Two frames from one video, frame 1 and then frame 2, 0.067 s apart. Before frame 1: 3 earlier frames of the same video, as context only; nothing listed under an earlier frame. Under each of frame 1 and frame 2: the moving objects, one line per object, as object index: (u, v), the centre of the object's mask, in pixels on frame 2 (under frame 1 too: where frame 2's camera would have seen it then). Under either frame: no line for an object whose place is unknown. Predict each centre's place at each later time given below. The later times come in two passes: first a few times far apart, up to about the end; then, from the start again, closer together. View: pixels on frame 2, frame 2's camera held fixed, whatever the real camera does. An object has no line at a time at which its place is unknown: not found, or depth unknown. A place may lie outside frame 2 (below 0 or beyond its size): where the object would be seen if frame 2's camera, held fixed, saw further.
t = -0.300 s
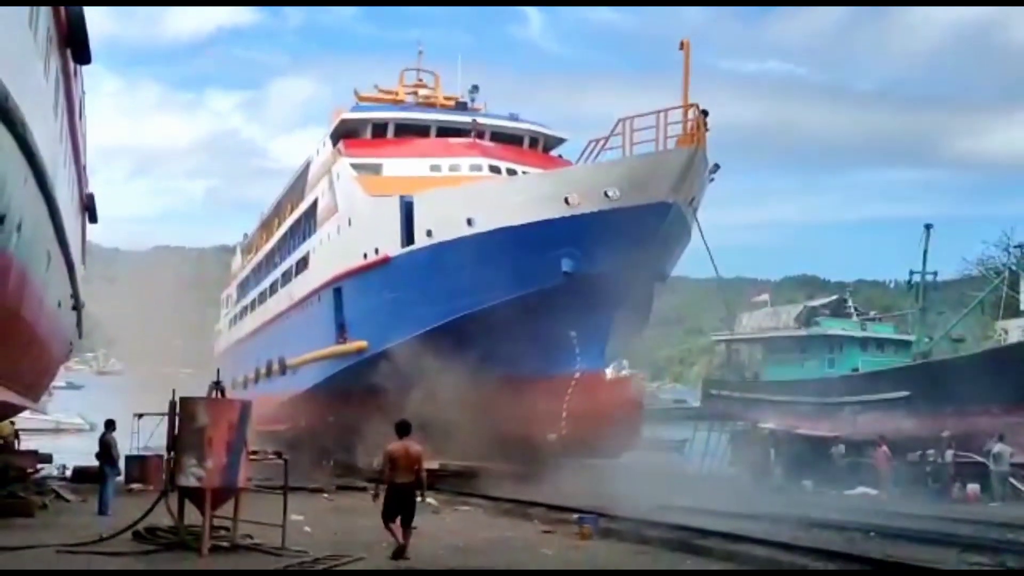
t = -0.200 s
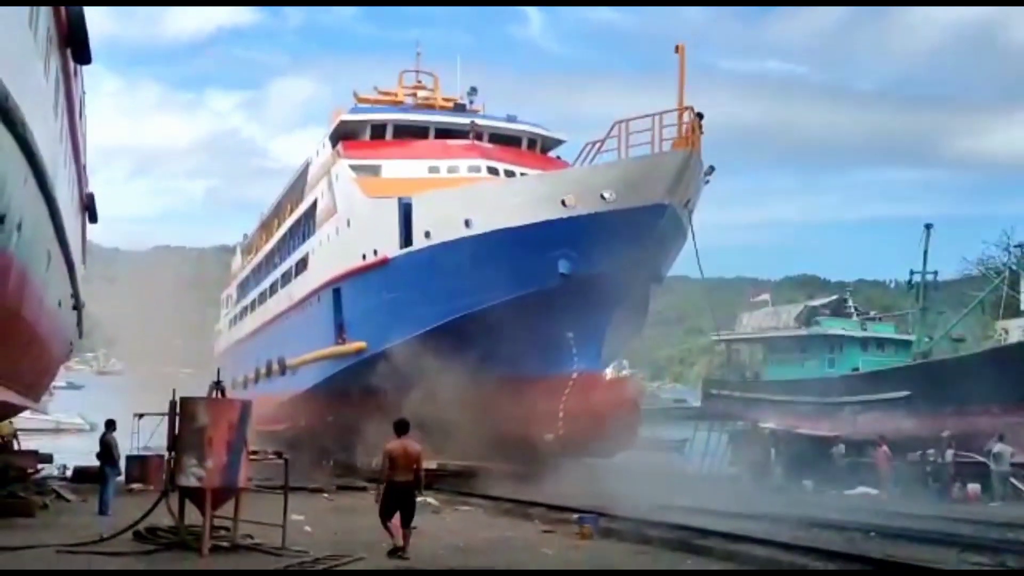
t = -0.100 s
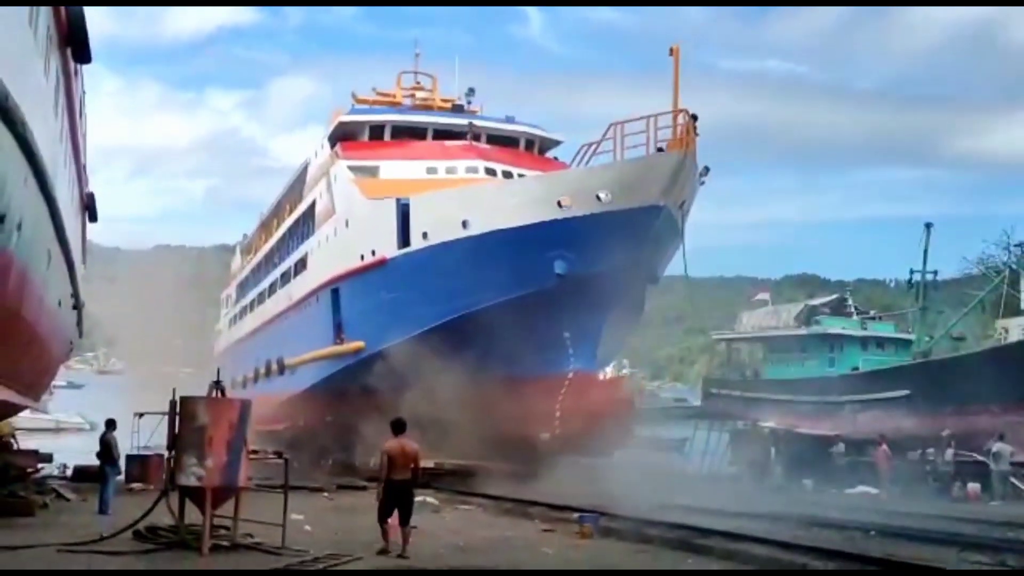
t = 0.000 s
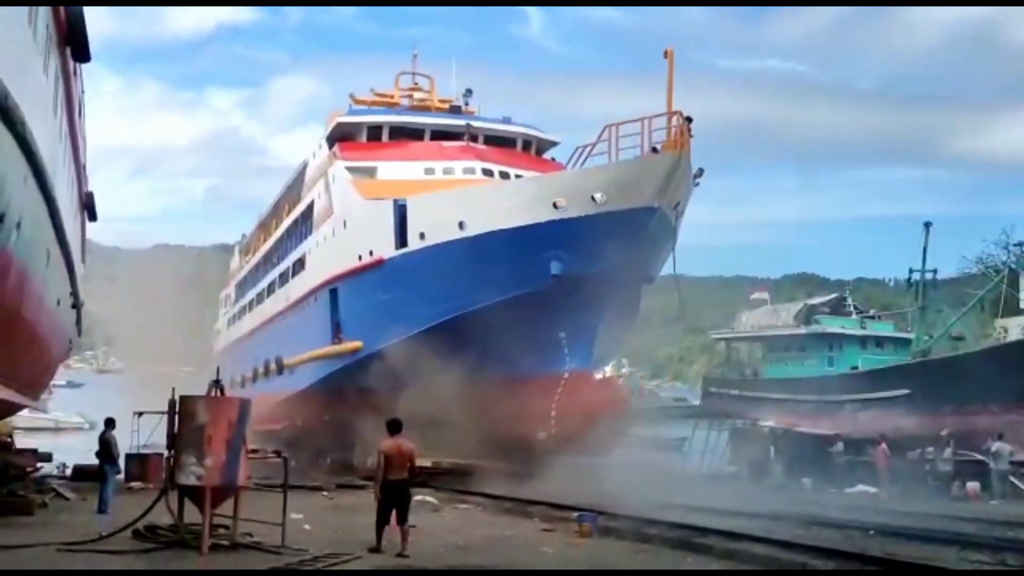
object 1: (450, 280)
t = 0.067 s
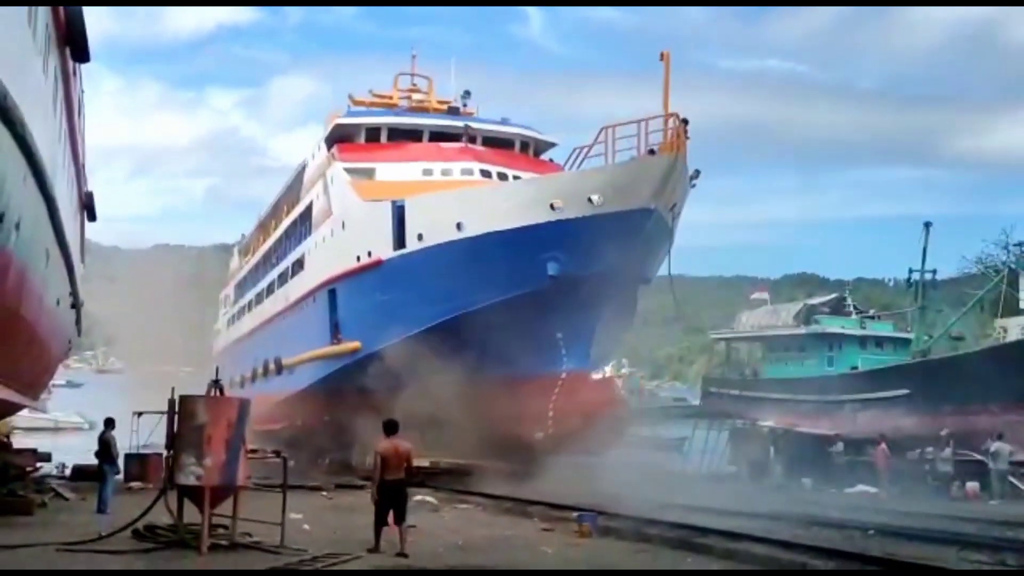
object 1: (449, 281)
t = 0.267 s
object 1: (445, 283)
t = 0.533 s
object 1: (440, 285)
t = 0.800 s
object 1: (432, 286)
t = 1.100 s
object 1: (424, 288)
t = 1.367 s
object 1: (420, 289)
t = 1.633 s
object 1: (415, 290)
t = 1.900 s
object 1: (410, 292)
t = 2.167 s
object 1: (406, 294)
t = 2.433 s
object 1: (404, 295)
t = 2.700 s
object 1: (402, 297)
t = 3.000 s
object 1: (397, 297)
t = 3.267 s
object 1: (394, 298)
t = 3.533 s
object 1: (394, 306)
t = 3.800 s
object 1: (389, 306)
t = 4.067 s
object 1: (385, 307)
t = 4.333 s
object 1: (382, 310)
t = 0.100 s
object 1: (448, 282)
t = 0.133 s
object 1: (447, 282)
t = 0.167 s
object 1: (447, 282)
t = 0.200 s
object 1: (447, 283)
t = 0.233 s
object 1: (446, 283)
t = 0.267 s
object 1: (445, 283)
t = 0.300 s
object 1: (444, 283)
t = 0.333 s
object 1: (444, 283)
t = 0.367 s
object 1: (443, 284)
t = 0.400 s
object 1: (442, 284)
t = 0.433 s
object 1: (441, 284)
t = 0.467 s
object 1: (441, 284)
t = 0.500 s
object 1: (440, 285)
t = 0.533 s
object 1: (440, 285)
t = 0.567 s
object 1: (439, 285)
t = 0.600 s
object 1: (439, 286)
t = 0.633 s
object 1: (438, 286)
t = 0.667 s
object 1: (435, 285)
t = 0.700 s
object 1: (435, 286)
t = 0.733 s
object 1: (434, 286)
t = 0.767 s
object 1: (433, 286)
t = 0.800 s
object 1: (432, 286)
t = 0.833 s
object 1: (431, 286)
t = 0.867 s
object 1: (431, 286)
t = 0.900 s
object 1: (430, 287)
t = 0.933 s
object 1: (429, 286)
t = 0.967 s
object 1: (428, 287)
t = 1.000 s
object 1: (428, 287)
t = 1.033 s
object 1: (427, 288)
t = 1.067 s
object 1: (426, 288)
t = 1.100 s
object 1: (424, 288)
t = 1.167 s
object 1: (424, 289)
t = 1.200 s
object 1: (423, 289)
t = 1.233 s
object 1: (423, 289)
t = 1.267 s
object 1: (422, 289)
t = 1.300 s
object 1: (421, 289)
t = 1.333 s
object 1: (421, 289)
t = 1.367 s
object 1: (420, 289)
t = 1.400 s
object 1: (420, 290)
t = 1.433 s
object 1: (419, 289)
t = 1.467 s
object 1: (419, 290)
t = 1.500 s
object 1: (418, 290)
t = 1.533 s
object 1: (417, 290)
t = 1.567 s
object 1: (417, 289)
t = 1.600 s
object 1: (416, 290)
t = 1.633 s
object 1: (415, 290)
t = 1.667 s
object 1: (414, 290)
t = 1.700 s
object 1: (414, 291)
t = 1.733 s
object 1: (413, 291)
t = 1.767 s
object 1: (413, 291)
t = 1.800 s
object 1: (412, 292)
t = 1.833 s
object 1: (412, 292)
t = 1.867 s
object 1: (411, 292)
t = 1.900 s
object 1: (410, 292)
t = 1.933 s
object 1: (410, 293)
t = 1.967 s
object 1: (410, 293)
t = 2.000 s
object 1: (409, 293)
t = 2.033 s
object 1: (409, 293)
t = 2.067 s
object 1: (408, 293)
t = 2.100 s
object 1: (408, 293)
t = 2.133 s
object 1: (407, 293)
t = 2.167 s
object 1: (406, 294)
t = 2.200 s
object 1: (406, 294)
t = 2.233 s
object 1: (406, 294)
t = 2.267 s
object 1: (405, 294)
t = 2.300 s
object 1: (405, 294)
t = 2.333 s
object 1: (405, 294)
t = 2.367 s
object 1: (404, 295)
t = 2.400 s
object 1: (404, 295)
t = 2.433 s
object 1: (404, 295)
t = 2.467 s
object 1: (404, 296)
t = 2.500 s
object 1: (403, 296)
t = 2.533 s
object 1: (403, 296)
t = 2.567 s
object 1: (403, 296)
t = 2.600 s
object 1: (403, 296)
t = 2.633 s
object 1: (403, 297)
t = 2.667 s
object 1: (402, 297)
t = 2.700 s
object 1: (402, 297)
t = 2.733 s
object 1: (401, 298)
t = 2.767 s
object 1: (401, 298)
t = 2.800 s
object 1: (400, 297)
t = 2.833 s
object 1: (400, 299)
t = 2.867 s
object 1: (399, 297)
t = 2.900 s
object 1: (399, 297)
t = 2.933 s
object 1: (398, 297)
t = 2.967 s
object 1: (398, 297)
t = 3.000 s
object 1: (397, 297)
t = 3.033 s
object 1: (397, 297)
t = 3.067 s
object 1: (396, 297)
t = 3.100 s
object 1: (396, 297)
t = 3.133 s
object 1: (395, 298)
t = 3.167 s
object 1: (396, 301)
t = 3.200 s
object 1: (394, 298)
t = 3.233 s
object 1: (394, 298)
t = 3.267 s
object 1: (394, 298)
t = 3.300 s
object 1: (393, 298)
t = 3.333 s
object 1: (393, 299)
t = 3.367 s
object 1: (393, 299)
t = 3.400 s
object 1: (392, 299)
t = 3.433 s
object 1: (392, 300)
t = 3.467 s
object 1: (392, 300)
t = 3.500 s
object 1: (392, 300)
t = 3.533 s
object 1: (394, 306)
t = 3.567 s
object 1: (394, 306)
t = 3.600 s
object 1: (393, 306)
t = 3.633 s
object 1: (392, 306)
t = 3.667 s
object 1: (392, 305)
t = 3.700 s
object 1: (391, 305)
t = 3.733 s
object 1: (390, 305)
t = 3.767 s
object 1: (390, 307)
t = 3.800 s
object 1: (389, 306)
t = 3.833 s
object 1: (389, 307)
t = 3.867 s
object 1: (389, 307)
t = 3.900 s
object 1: (388, 306)
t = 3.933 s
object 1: (388, 307)
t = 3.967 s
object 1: (387, 307)
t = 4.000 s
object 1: (386, 307)
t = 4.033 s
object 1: (386, 308)
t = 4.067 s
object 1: (385, 307)
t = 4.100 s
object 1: (385, 307)
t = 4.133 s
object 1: (385, 308)
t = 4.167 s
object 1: (385, 309)
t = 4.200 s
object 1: (384, 309)
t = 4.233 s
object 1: (384, 310)
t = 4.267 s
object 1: (383, 310)
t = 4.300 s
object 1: (383, 310)
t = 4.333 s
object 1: (382, 310)
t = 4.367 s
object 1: (382, 309)
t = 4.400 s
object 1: (382, 310)
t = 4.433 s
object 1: (381, 310)
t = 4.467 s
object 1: (381, 310)
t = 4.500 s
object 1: (381, 309)
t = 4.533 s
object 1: (381, 309)
